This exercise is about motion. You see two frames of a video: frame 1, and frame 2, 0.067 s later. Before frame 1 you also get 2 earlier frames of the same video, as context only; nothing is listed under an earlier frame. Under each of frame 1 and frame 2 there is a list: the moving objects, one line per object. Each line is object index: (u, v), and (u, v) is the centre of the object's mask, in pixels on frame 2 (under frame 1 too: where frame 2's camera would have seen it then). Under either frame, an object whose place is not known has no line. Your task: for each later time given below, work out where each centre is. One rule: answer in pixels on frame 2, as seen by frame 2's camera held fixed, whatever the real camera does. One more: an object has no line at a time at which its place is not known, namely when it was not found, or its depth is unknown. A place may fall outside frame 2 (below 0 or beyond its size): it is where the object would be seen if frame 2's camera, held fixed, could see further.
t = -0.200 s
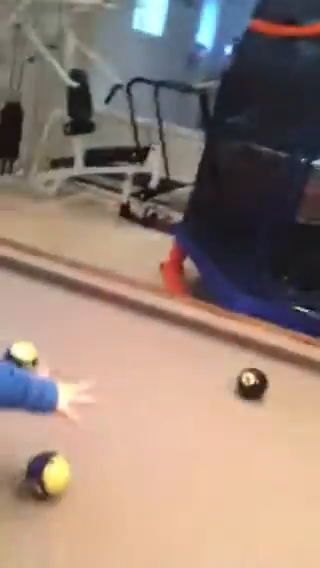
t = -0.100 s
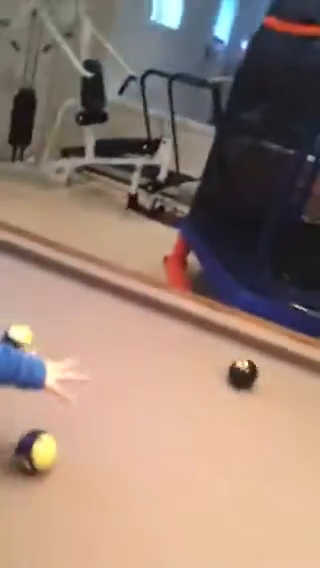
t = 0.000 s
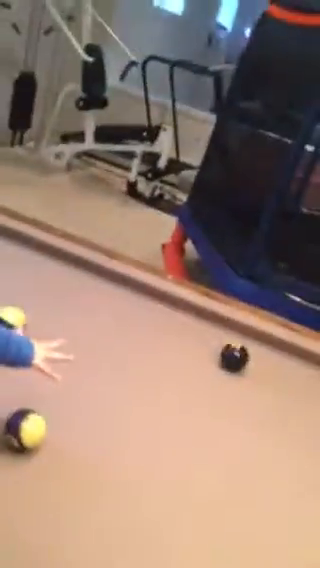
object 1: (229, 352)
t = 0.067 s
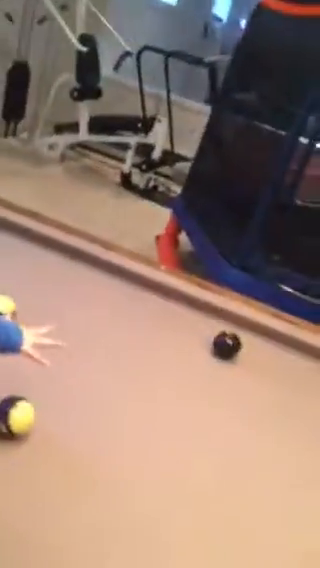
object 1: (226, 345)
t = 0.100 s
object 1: (224, 341)
